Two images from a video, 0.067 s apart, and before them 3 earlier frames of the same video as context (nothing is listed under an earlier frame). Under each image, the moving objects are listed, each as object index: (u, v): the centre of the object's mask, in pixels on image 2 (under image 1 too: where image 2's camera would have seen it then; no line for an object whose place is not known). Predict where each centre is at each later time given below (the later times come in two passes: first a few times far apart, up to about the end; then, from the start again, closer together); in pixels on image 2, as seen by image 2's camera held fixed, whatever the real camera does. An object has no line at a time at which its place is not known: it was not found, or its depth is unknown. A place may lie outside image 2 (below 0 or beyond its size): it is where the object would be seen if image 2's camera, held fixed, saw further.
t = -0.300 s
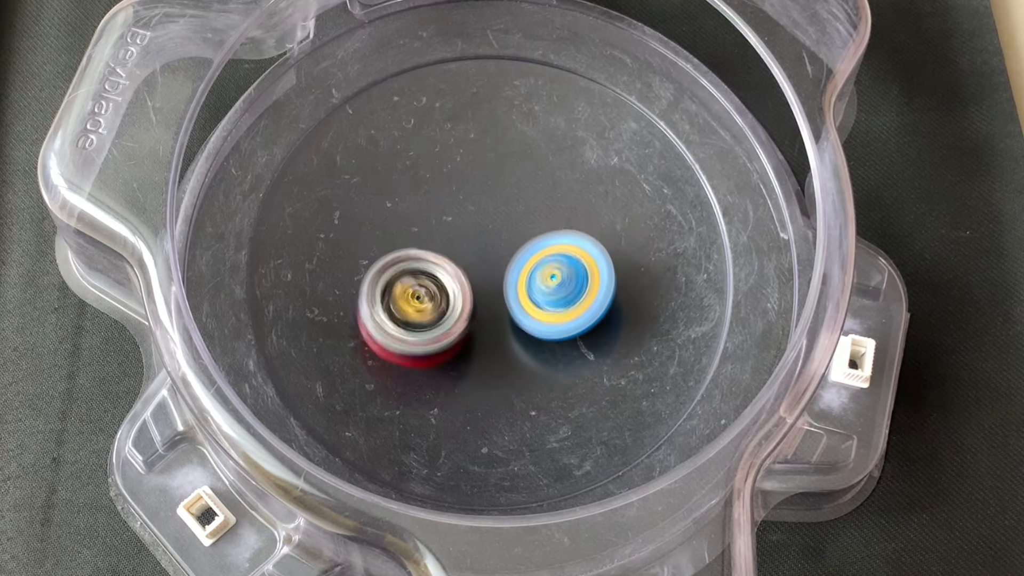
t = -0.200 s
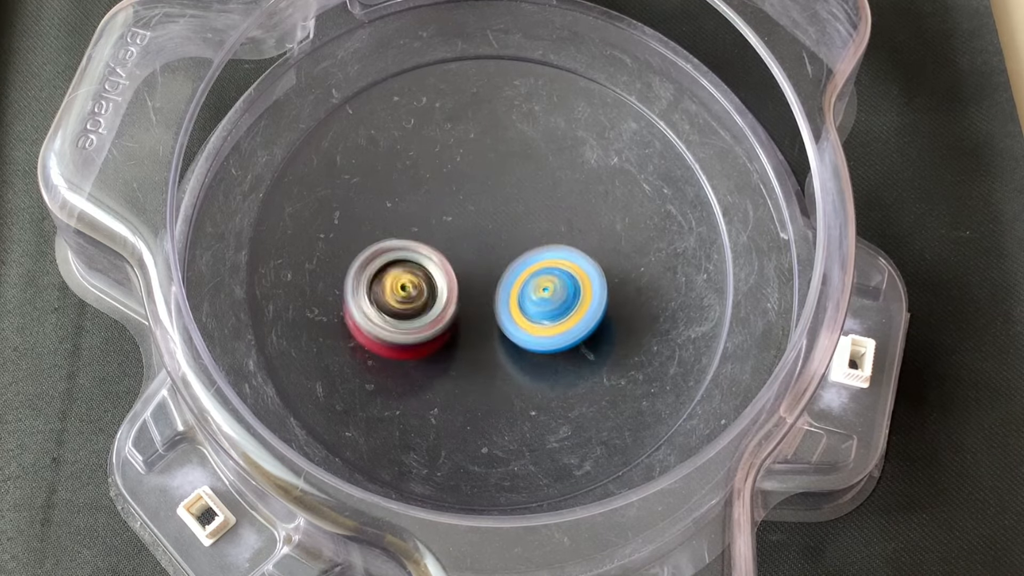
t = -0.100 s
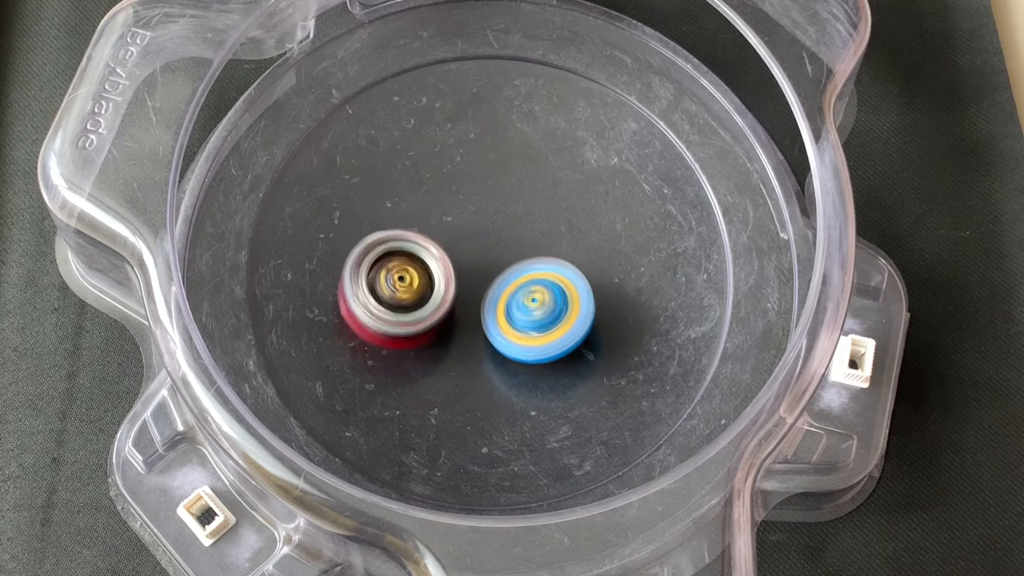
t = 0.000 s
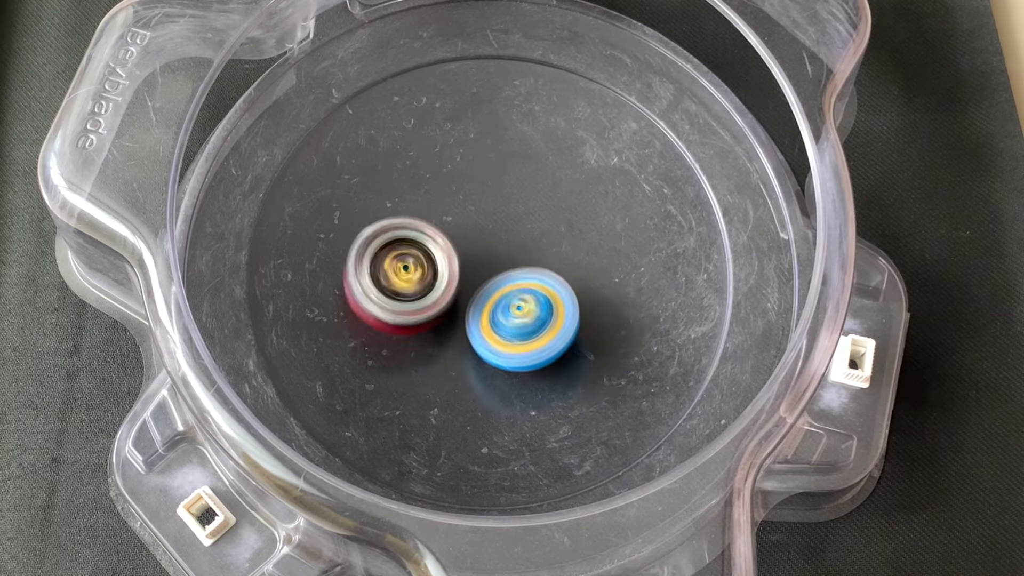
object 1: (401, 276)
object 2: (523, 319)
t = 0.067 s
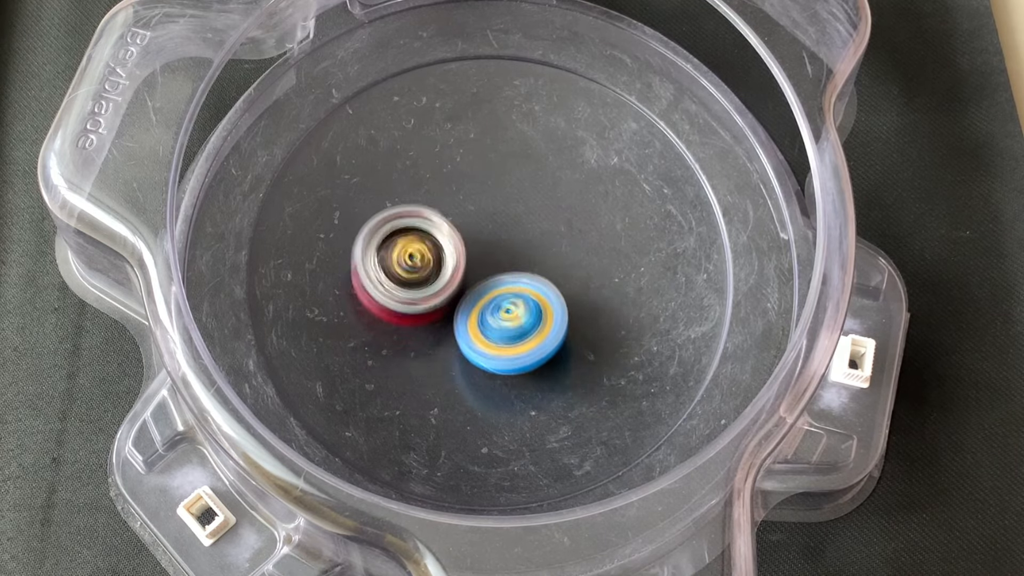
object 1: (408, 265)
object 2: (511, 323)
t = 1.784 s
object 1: (500, 347)
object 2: (552, 242)
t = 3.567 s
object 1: (559, 277)
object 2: (469, 208)
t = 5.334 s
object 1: (534, 212)
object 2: (411, 247)
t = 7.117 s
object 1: (526, 221)
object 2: (428, 303)
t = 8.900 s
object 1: (551, 243)
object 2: (446, 352)
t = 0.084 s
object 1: (410, 261)
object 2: (509, 324)
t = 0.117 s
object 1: (415, 256)
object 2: (502, 325)
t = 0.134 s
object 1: (418, 251)
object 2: (499, 326)
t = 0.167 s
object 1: (422, 242)
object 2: (494, 328)
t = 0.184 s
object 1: (425, 237)
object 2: (491, 329)
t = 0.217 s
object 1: (430, 229)
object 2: (485, 329)
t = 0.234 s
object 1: (432, 225)
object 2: (482, 329)
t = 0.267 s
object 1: (436, 218)
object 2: (476, 327)
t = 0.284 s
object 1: (437, 214)
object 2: (473, 326)
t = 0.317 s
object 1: (441, 208)
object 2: (467, 325)
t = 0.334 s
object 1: (443, 205)
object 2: (464, 323)
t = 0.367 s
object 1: (447, 198)
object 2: (458, 320)
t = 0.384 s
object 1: (449, 196)
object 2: (455, 319)
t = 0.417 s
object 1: (454, 190)
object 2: (450, 315)
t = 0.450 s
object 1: (459, 185)
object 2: (445, 311)
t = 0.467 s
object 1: (461, 183)
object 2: (442, 308)
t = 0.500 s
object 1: (467, 179)
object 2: (437, 303)
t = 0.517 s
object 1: (469, 178)
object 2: (435, 301)
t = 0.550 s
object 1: (475, 176)
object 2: (431, 295)
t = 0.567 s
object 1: (478, 175)
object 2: (429, 292)
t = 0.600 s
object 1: (482, 173)
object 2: (426, 286)
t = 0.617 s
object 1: (485, 173)
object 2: (424, 283)
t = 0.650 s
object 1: (490, 173)
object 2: (421, 277)
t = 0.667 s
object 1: (493, 173)
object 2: (420, 274)
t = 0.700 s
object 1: (498, 174)
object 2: (418, 268)
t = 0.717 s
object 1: (500, 175)
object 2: (418, 265)
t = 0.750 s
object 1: (506, 178)
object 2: (417, 259)
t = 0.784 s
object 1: (512, 182)
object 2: (417, 254)
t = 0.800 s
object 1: (514, 183)
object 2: (417, 251)
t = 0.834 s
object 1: (519, 189)
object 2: (418, 246)
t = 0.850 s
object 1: (521, 191)
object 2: (419, 243)
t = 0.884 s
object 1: (526, 197)
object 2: (421, 238)
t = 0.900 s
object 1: (529, 200)
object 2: (421, 236)
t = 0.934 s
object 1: (534, 207)
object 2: (424, 231)
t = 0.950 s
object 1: (536, 210)
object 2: (425, 230)
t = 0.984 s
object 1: (541, 218)
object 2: (428, 226)
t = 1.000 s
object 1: (544, 221)
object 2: (430, 223)
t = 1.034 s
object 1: (548, 229)
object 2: (433, 220)
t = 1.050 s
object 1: (550, 232)
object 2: (435, 218)
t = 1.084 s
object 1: (553, 240)
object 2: (439, 215)
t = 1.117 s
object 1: (556, 248)
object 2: (444, 212)
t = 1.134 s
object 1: (558, 250)
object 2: (446, 211)
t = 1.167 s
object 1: (561, 258)
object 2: (451, 209)
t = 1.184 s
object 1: (562, 261)
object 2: (454, 208)
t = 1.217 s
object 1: (564, 269)
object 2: (459, 206)
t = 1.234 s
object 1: (565, 272)
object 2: (462, 205)
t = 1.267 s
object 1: (566, 280)
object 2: (468, 204)
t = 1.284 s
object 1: (566, 283)
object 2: (471, 203)
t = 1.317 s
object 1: (565, 290)
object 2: (478, 202)
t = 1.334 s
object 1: (566, 294)
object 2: (481, 202)
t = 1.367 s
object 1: (564, 300)
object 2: (487, 203)
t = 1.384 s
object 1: (563, 305)
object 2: (491, 202)
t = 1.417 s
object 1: (561, 310)
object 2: (498, 203)
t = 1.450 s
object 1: (558, 317)
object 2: (504, 204)
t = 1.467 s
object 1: (556, 319)
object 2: (507, 205)
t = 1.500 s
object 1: (552, 325)
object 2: (513, 207)
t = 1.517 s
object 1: (550, 327)
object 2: (516, 208)
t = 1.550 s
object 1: (545, 332)
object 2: (522, 211)
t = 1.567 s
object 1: (543, 334)
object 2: (524, 213)
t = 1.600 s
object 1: (537, 338)
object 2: (529, 216)
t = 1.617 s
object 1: (535, 340)
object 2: (532, 218)
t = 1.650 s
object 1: (529, 342)
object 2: (537, 222)
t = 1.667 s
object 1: (525, 344)
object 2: (539, 224)
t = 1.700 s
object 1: (519, 345)
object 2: (544, 229)
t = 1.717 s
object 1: (515, 347)
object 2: (545, 232)
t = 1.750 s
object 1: (508, 346)
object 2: (549, 237)
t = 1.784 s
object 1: (500, 347)
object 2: (552, 242)
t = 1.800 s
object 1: (497, 346)
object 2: (554, 245)
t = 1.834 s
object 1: (488, 345)
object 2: (557, 250)
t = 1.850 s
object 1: (486, 344)
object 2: (558, 253)
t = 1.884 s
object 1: (478, 341)
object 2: (560, 259)
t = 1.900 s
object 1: (475, 340)
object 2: (561, 262)
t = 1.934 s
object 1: (467, 336)
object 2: (562, 268)
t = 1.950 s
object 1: (464, 335)
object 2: (562, 271)
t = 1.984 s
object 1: (457, 330)
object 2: (562, 277)
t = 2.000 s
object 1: (454, 328)
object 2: (562, 279)
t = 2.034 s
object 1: (447, 322)
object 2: (561, 285)
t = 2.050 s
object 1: (444, 320)
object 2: (560, 288)
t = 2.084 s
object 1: (439, 314)
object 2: (559, 293)
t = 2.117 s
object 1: (434, 308)
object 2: (557, 297)
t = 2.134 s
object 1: (432, 304)
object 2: (555, 299)
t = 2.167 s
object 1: (427, 298)
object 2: (552, 303)
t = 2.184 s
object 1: (425, 294)
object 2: (551, 305)
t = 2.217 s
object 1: (421, 288)
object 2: (547, 309)
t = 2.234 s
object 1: (420, 284)
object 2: (544, 311)
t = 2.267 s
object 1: (417, 278)
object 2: (540, 315)
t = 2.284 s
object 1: (416, 274)
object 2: (537, 316)
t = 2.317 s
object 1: (414, 268)
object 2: (532, 319)
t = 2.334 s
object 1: (414, 264)
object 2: (529, 321)
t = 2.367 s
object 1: (412, 257)
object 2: (524, 323)
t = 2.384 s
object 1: (413, 254)
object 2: (521, 324)
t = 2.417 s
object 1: (412, 247)
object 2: (515, 325)
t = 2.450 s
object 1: (413, 241)
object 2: (509, 325)
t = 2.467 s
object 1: (414, 237)
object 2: (506, 325)
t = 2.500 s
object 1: (416, 231)
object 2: (500, 325)
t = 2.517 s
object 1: (417, 228)
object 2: (496, 325)
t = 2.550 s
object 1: (420, 223)
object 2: (489, 324)
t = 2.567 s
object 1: (422, 219)
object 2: (486, 324)
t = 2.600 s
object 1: (425, 214)
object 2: (480, 322)
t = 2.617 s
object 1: (428, 211)
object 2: (477, 321)
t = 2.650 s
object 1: (431, 207)
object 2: (471, 318)
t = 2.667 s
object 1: (434, 204)
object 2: (468, 316)
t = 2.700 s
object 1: (438, 201)
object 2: (461, 313)
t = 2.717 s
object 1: (441, 198)
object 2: (458, 311)
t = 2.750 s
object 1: (445, 195)
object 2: (452, 306)
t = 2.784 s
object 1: (452, 193)
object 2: (445, 301)
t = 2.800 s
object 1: (454, 191)
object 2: (442, 298)
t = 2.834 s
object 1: (461, 190)
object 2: (436, 293)
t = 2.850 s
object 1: (464, 188)
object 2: (433, 290)
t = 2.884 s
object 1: (471, 186)
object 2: (428, 285)
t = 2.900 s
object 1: (474, 185)
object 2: (425, 282)
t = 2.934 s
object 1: (481, 185)
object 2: (421, 276)
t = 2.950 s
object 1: (484, 185)
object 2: (419, 273)
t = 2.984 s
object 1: (491, 185)
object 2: (416, 267)
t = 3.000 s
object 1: (494, 186)
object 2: (415, 265)
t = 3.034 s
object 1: (501, 187)
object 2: (414, 259)
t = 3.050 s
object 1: (504, 188)
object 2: (414, 257)
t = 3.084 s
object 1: (510, 191)
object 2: (414, 252)
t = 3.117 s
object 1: (517, 194)
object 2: (415, 247)
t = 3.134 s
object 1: (519, 196)
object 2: (415, 245)
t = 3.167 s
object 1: (525, 200)
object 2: (417, 240)
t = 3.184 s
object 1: (528, 203)
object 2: (418, 239)
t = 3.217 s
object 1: (533, 207)
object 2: (421, 235)
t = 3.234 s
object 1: (535, 211)
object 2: (422, 233)
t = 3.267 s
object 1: (540, 215)
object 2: (425, 229)
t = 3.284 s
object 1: (542, 220)
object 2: (427, 227)
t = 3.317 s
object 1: (546, 225)
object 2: (430, 223)
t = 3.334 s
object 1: (548, 229)
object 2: (432, 222)
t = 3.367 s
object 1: (551, 235)
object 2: (436, 219)
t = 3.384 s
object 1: (552, 239)
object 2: (438, 218)
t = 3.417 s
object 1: (555, 245)
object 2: (444, 216)
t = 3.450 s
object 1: (556, 252)
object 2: (449, 214)
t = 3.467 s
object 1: (557, 255)
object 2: (452, 212)
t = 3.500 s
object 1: (558, 263)
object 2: (457, 210)
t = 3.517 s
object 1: (559, 266)
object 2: (460, 210)
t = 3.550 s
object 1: (559, 274)
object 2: (466, 209)
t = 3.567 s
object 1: (559, 277)
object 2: (469, 208)
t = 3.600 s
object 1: (558, 284)
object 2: (476, 208)
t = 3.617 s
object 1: (558, 287)
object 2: (480, 207)
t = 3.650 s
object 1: (556, 295)
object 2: (487, 207)
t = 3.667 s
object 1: (555, 298)
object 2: (490, 208)
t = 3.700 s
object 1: (552, 305)
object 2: (498, 209)
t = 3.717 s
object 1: (551, 307)
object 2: (501, 210)
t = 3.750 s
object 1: (547, 315)
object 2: (509, 211)
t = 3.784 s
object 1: (543, 322)
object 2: (518, 213)
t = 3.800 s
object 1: (541, 324)
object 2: (521, 213)
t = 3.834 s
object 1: (537, 329)
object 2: (527, 217)
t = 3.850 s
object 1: (534, 332)
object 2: (531, 219)
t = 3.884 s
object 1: (530, 336)
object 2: (538, 223)
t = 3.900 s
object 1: (526, 339)
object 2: (541, 225)
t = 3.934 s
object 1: (522, 341)
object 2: (546, 230)
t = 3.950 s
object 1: (518, 344)
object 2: (548, 232)
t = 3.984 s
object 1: (512, 346)
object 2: (552, 237)
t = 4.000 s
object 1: (508, 348)
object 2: (555, 241)
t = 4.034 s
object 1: (502, 348)
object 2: (559, 246)
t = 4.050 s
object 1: (498, 349)
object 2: (560, 248)
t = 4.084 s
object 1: (492, 347)
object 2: (562, 254)
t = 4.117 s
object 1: (484, 347)
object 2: (564, 260)
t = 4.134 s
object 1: (481, 346)
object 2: (565, 263)
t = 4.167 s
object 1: (473, 343)
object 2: (566, 268)
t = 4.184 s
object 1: (471, 342)
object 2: (567, 271)
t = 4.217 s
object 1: (463, 338)
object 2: (566, 276)
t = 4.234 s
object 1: (461, 336)
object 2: (566, 279)
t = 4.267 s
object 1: (454, 332)
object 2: (566, 284)
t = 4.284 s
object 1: (452, 329)
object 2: (565, 286)
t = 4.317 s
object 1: (446, 324)
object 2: (563, 290)
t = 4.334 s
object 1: (444, 320)
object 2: (562, 292)
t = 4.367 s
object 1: (439, 314)
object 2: (560, 296)
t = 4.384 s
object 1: (438, 309)
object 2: (559, 299)
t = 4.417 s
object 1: (434, 303)
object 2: (555, 302)
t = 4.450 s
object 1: (432, 295)
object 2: (551, 305)
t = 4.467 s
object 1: (430, 292)
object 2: (548, 307)
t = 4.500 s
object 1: (429, 285)
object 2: (544, 310)
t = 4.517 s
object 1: (427, 282)
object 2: (542, 311)
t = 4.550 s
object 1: (427, 274)
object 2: (536, 314)
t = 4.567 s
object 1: (426, 270)
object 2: (534, 315)
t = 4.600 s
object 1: (425, 262)
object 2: (527, 319)
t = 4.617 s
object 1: (426, 259)
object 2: (525, 320)
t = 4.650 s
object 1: (426, 251)
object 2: (519, 322)
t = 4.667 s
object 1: (427, 248)
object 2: (515, 323)
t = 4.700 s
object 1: (428, 241)
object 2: (508, 324)
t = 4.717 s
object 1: (429, 238)
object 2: (505, 324)
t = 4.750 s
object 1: (431, 231)
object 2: (498, 324)
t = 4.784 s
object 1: (435, 226)
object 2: (490, 323)
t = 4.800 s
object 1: (437, 223)
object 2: (487, 322)
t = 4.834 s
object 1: (442, 217)
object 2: (480, 321)
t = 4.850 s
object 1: (444, 215)
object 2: (477, 320)
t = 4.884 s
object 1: (449, 209)
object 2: (470, 316)
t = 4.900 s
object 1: (451, 207)
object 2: (466, 314)
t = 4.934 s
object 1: (458, 203)
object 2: (459, 311)
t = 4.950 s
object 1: (460, 201)
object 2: (456, 309)
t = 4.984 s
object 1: (467, 197)
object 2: (448, 304)
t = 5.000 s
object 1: (471, 197)
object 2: (444, 302)
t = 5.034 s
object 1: (478, 193)
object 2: (436, 297)
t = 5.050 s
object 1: (480, 192)
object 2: (433, 294)
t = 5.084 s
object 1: (487, 191)
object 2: (427, 288)
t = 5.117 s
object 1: (494, 191)
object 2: (420, 282)
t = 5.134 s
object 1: (497, 191)
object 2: (419, 279)
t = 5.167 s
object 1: (504, 193)
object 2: (415, 272)
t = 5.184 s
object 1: (507, 193)
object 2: (412, 269)
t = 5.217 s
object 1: (513, 196)
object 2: (410, 264)
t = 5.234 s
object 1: (516, 197)
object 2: (410, 261)
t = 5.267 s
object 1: (524, 203)
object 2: (409, 255)
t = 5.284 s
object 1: (527, 205)
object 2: (409, 253)
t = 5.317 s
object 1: (532, 210)
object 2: (410, 249)
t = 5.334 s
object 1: (534, 212)
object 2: (411, 247)
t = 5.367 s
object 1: (539, 218)
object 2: (412, 243)
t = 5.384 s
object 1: (540, 222)
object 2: (413, 241)
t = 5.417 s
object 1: (544, 227)
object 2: (416, 237)
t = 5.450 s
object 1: (546, 233)
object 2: (419, 233)
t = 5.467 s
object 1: (547, 236)
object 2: (420, 232)
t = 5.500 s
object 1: (548, 244)
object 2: (425, 228)
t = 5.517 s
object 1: (548, 247)
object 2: (427, 226)
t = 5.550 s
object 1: (548, 255)
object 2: (431, 223)
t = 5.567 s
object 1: (547, 257)
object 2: (434, 222)
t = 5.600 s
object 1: (547, 265)
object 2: (441, 218)
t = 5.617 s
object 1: (546, 268)
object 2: (443, 218)
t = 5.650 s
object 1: (544, 275)
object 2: (449, 214)
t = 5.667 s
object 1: (542, 278)
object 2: (452, 213)
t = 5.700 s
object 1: (539, 285)
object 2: (458, 208)
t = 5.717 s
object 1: (537, 289)
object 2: (460, 206)
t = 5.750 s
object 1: (533, 296)
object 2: (469, 203)
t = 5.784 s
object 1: (528, 302)
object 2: (477, 201)
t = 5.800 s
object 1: (527, 305)
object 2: (481, 201)
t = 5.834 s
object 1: (520, 311)
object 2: (491, 200)
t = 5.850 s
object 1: (517, 313)
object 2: (495, 200)
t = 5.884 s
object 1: (510, 318)
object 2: (503, 202)
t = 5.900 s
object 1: (507, 319)
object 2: (509, 202)
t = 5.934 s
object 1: (503, 322)
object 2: (516, 204)
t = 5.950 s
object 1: (499, 322)
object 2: (520, 206)
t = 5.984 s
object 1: (493, 324)
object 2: (528, 208)
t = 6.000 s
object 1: (489, 325)
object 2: (531, 210)
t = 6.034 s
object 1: (483, 324)
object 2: (538, 214)
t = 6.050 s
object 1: (480, 324)
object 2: (541, 216)
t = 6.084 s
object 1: (473, 322)
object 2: (546, 221)
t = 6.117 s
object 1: (467, 320)
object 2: (552, 226)
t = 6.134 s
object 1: (464, 318)
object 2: (554, 228)
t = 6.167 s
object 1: (459, 315)
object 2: (558, 235)
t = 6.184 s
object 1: (456, 313)
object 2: (560, 238)
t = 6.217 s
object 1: (452, 309)
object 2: (562, 243)
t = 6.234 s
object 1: (449, 306)
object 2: (563, 247)
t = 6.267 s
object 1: (446, 300)
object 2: (566, 253)
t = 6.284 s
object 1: (444, 297)
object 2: (567, 256)
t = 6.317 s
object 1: (442, 290)
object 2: (567, 264)
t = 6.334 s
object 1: (440, 287)
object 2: (568, 267)
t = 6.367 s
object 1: (439, 278)
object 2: (567, 274)
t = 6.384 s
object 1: (439, 273)
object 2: (567, 279)
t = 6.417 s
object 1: (438, 263)
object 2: (566, 284)
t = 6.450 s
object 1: (439, 253)
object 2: (563, 291)
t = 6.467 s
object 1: (439, 248)
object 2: (562, 294)
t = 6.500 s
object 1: (442, 237)
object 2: (558, 299)
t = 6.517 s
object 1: (442, 232)
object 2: (556, 303)
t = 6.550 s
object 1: (447, 223)
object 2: (552, 308)
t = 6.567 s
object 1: (449, 219)
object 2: (548, 310)
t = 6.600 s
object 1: (454, 211)
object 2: (543, 315)
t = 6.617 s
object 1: (456, 207)
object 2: (540, 317)
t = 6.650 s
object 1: (462, 201)
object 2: (532, 322)
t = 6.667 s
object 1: (465, 198)
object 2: (530, 323)
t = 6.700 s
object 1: (470, 194)
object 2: (522, 326)
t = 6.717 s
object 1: (472, 192)
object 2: (518, 328)
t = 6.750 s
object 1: (478, 191)
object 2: (511, 330)
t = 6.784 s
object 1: (482, 188)
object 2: (501, 332)
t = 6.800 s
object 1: (485, 188)
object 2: (498, 333)
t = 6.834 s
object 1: (489, 188)
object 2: (489, 332)
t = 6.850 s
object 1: (492, 187)
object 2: (485, 332)
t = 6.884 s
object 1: (498, 188)
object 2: (477, 331)
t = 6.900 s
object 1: (500, 188)
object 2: (473, 331)
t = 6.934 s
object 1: (505, 191)
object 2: (465, 329)
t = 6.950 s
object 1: (507, 193)
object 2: (461, 327)
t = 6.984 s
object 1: (515, 197)
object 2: (453, 324)
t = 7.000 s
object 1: (516, 200)
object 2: (450, 322)
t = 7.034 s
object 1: (521, 205)
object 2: (442, 317)
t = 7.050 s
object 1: (522, 208)
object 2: (439, 315)
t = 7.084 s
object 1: (524, 212)
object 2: (433, 309)
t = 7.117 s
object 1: (526, 221)
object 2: (428, 303)
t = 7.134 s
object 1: (527, 224)
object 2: (426, 299)
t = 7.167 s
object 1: (529, 233)
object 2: (420, 292)
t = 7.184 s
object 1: (529, 238)
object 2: (419, 289)
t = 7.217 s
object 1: (530, 251)
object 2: (415, 281)
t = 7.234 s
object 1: (529, 258)
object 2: (413, 277)
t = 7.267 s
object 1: (530, 270)
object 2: (412, 270)
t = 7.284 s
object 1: (529, 277)
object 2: (410, 266)
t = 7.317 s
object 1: (528, 289)
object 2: (410, 259)
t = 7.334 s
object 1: (527, 295)
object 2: (410, 255)
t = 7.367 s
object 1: (524, 307)
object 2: (411, 249)
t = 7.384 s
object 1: (522, 313)
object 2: (412, 244)
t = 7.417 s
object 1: (518, 323)
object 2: (413, 239)
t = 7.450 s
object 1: (513, 331)
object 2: (417, 232)
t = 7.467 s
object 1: (510, 336)
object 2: (418, 229)
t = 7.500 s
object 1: (504, 341)
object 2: (423, 224)
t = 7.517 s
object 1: (502, 343)
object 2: (424, 221)
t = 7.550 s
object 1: (495, 348)
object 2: (430, 217)
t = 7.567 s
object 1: (493, 347)
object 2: (433, 213)
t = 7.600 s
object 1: (489, 349)
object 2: (438, 211)
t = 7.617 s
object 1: (486, 349)
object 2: (442, 208)
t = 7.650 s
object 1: (483, 348)
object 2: (448, 205)
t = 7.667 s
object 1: (480, 349)
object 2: (452, 204)
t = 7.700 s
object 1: (474, 347)
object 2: (458, 200)
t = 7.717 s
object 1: (472, 347)
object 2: (463, 200)
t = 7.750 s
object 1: (466, 343)
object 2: (470, 197)
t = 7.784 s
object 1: (463, 340)
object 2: (479, 197)
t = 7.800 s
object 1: (460, 338)
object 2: (483, 195)
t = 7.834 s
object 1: (457, 333)
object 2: (491, 197)
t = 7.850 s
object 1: (456, 331)
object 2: (496, 196)
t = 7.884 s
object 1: (454, 324)
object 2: (503, 198)
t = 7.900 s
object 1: (452, 320)
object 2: (509, 199)
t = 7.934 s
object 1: (450, 312)
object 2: (515, 201)
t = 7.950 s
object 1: (450, 306)
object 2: (520, 203)
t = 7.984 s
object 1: (447, 293)
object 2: (526, 205)
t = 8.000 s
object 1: (447, 288)
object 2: (531, 209)
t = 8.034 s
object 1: (446, 274)
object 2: (539, 211)
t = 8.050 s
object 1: (441, 268)
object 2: (545, 214)
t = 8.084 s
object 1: (434, 259)
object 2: (564, 217)
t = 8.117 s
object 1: (431, 251)
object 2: (577, 226)
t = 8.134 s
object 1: (432, 248)
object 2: (584, 227)
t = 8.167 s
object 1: (434, 239)
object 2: (595, 236)
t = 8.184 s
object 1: (435, 235)
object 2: (601, 238)
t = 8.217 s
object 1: (441, 229)
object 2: (608, 247)
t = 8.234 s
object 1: (442, 223)
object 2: (612, 249)
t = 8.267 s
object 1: (447, 215)
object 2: (616, 256)
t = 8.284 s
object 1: (451, 212)
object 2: (618, 259)
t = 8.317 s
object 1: (457, 204)
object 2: (619, 265)
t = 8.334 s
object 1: (460, 201)
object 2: (620, 268)
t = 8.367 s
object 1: (468, 199)
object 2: (619, 273)
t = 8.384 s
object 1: (472, 196)
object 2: (618, 276)
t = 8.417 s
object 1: (479, 193)
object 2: (615, 281)
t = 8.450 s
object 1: (487, 193)
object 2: (611, 287)
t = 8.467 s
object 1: (490, 192)
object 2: (609, 289)
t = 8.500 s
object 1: (498, 194)
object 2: (602, 295)
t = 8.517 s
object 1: (500, 195)
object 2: (600, 297)
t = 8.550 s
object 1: (508, 196)
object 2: (591, 304)
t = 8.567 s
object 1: (512, 198)
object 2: (588, 306)
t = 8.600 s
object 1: (518, 204)
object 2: (578, 313)
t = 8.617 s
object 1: (522, 205)
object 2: (573, 315)
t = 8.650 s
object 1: (529, 211)
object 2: (561, 322)
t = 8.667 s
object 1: (532, 215)
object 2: (555, 325)
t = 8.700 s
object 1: (538, 221)
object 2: (541, 331)
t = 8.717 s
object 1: (541, 226)
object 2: (534, 333)
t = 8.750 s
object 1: (545, 227)
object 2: (517, 344)
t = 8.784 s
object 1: (549, 229)
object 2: (500, 349)
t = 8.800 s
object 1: (551, 233)
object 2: (493, 351)
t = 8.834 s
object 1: (551, 237)
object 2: (476, 352)
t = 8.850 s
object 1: (551, 238)
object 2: (470, 353)
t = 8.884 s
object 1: (552, 240)
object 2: (453, 353)
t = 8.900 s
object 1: (551, 243)
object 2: (446, 352)
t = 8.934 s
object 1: (551, 246)
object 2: (431, 350)
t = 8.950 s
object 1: (550, 248)
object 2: (425, 349)
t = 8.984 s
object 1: (546, 252)
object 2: (412, 345)
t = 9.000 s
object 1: (545, 254)
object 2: (406, 342)
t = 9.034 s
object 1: (542, 256)
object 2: (396, 337)
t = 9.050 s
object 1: (540, 257)
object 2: (391, 334)
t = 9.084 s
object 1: (533, 260)
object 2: (383, 327)
